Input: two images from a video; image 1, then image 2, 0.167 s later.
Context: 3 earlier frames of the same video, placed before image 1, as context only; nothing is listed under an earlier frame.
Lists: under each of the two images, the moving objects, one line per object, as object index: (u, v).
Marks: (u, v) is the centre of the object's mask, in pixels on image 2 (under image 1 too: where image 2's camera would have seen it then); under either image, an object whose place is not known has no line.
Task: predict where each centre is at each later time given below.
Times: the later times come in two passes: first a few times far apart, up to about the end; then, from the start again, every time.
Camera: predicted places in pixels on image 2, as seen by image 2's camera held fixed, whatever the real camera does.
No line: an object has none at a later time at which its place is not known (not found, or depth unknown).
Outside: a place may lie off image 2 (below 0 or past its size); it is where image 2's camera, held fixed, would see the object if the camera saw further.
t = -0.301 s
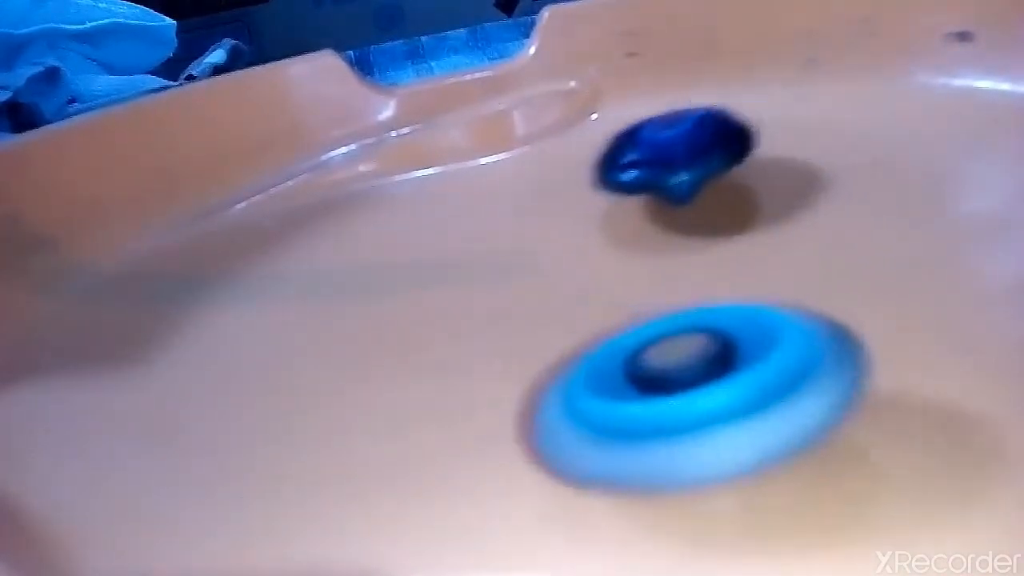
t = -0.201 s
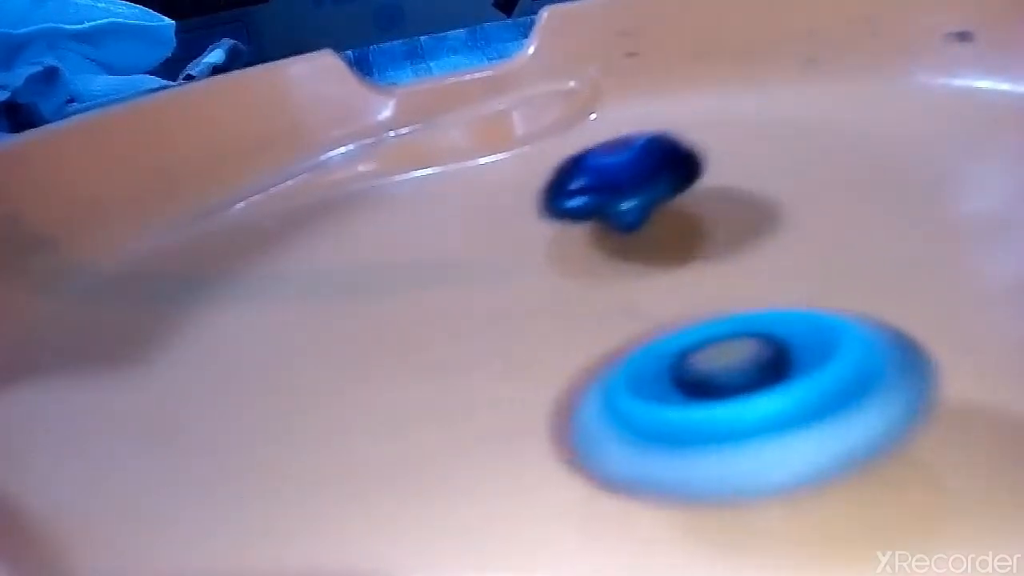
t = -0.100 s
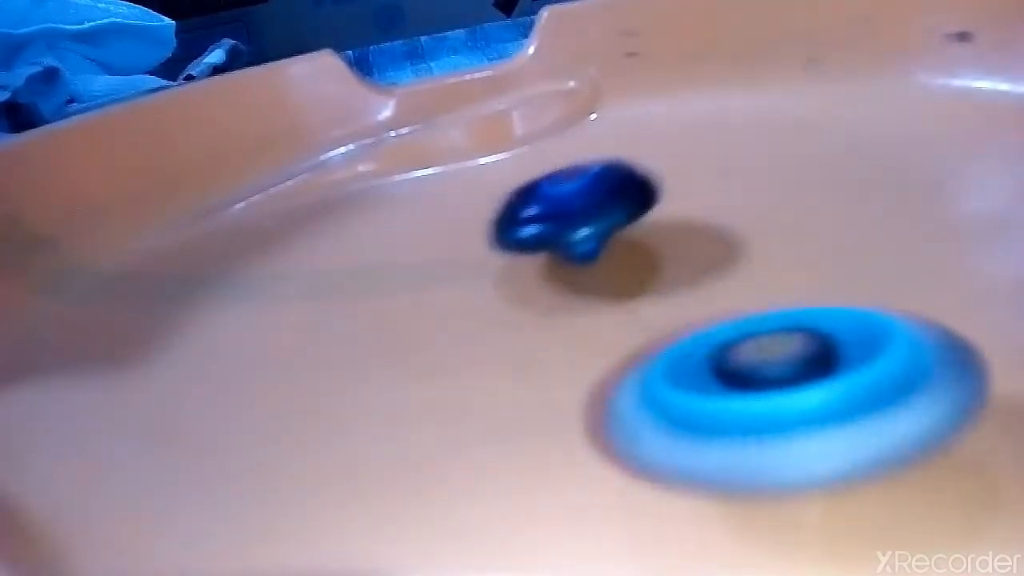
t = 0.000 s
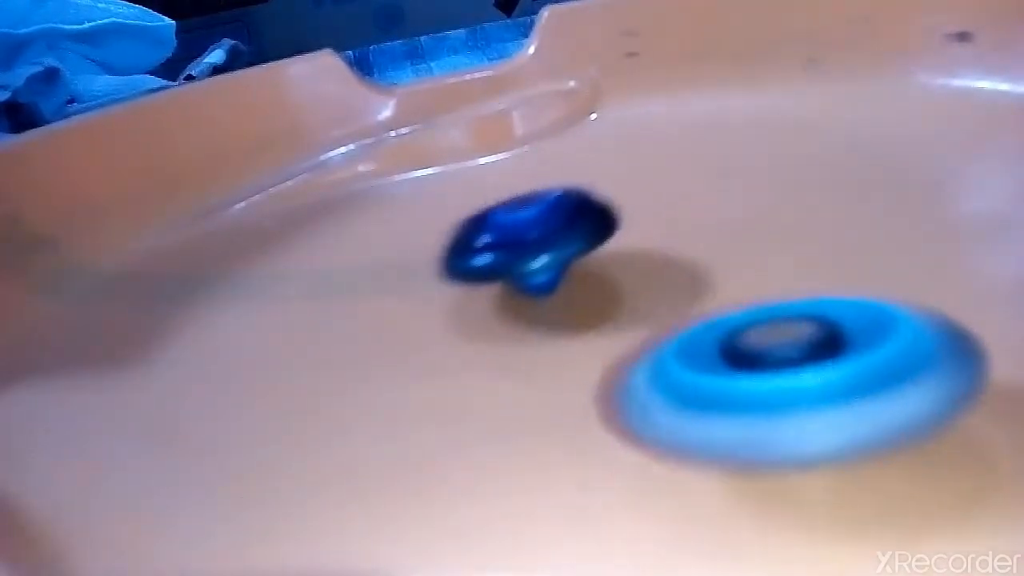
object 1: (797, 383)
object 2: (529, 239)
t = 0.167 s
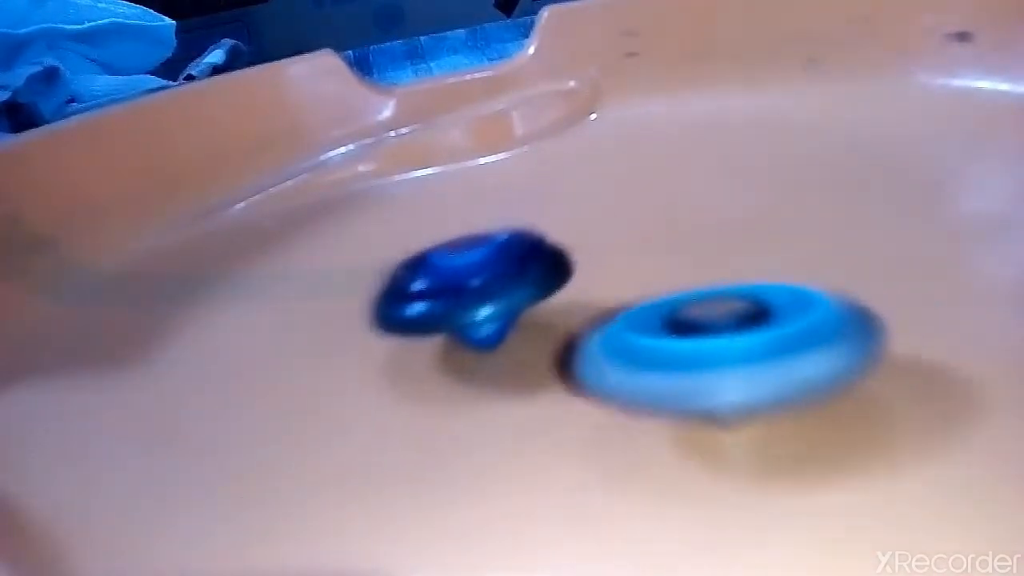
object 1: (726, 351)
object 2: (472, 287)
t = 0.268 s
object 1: (669, 334)
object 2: (438, 313)
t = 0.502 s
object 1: (575, 307)
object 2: (198, 340)
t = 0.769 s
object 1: (442, 289)
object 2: (120, 340)
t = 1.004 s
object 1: (372, 264)
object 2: (180, 318)
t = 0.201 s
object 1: (706, 345)
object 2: (460, 296)
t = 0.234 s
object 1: (688, 340)
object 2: (449, 305)
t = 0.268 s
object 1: (669, 334)
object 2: (438, 313)
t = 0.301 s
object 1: (660, 329)
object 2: (416, 318)
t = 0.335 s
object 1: (659, 324)
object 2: (363, 324)
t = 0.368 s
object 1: (651, 319)
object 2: (315, 326)
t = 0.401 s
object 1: (637, 316)
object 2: (279, 329)
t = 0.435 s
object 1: (617, 313)
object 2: (248, 332)
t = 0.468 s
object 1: (596, 309)
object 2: (223, 336)
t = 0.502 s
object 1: (575, 307)
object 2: (198, 340)
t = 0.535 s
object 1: (556, 305)
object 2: (177, 342)
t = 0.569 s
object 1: (537, 303)
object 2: (159, 343)
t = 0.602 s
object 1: (519, 300)
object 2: (144, 345)
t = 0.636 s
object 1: (502, 299)
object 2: (133, 345)
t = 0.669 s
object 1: (485, 296)
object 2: (126, 343)
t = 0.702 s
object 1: (471, 294)
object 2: (122, 342)
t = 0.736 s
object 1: (455, 292)
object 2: (120, 341)
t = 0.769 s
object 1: (442, 289)
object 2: (120, 340)
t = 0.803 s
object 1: (430, 285)
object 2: (123, 338)
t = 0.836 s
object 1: (418, 281)
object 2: (127, 335)
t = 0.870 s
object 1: (408, 277)
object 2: (134, 332)
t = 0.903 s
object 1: (398, 274)
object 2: (142, 329)
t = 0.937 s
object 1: (389, 270)
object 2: (153, 325)
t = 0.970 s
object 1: (380, 267)
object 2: (166, 321)
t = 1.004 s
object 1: (372, 264)
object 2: (180, 318)
